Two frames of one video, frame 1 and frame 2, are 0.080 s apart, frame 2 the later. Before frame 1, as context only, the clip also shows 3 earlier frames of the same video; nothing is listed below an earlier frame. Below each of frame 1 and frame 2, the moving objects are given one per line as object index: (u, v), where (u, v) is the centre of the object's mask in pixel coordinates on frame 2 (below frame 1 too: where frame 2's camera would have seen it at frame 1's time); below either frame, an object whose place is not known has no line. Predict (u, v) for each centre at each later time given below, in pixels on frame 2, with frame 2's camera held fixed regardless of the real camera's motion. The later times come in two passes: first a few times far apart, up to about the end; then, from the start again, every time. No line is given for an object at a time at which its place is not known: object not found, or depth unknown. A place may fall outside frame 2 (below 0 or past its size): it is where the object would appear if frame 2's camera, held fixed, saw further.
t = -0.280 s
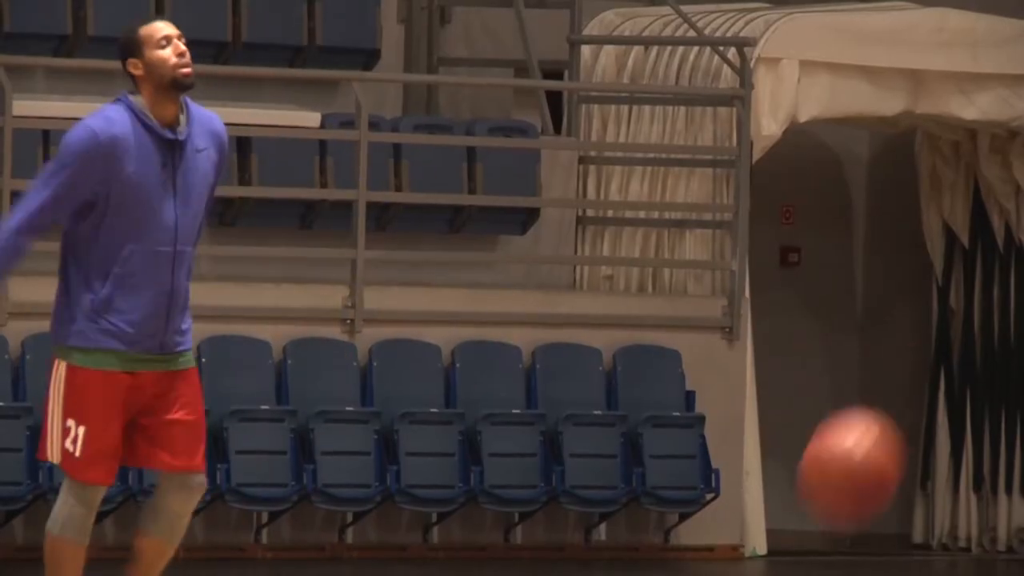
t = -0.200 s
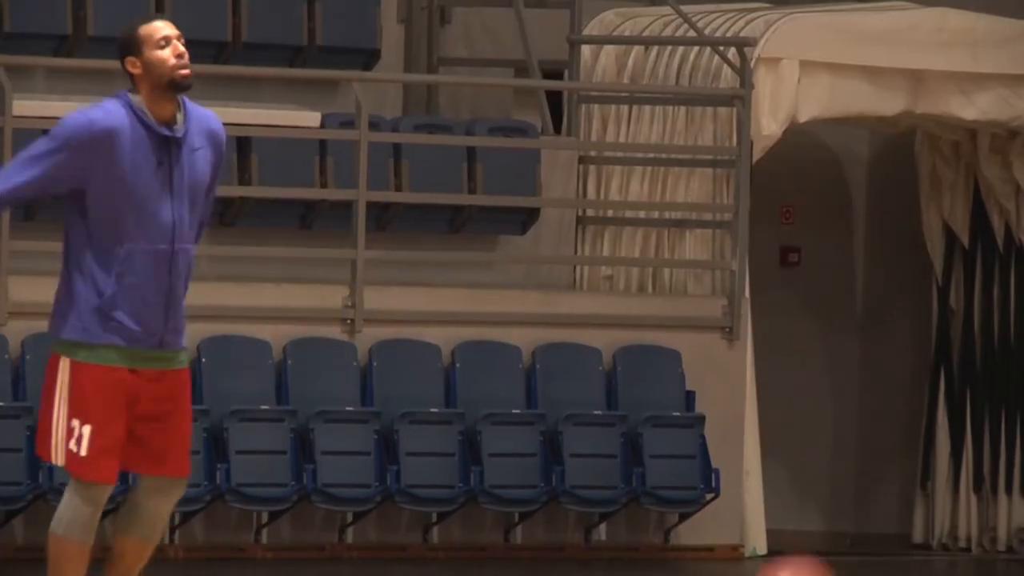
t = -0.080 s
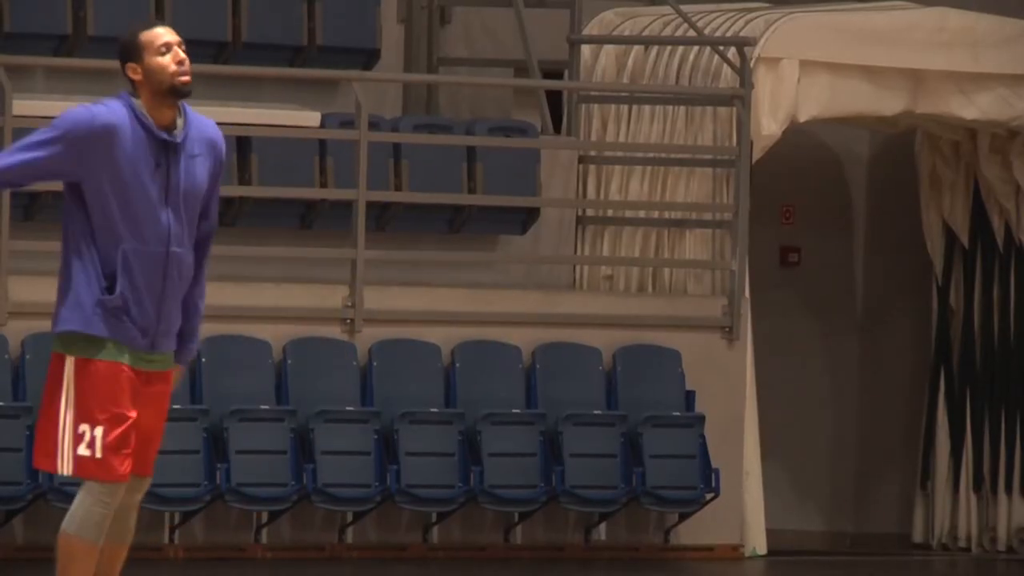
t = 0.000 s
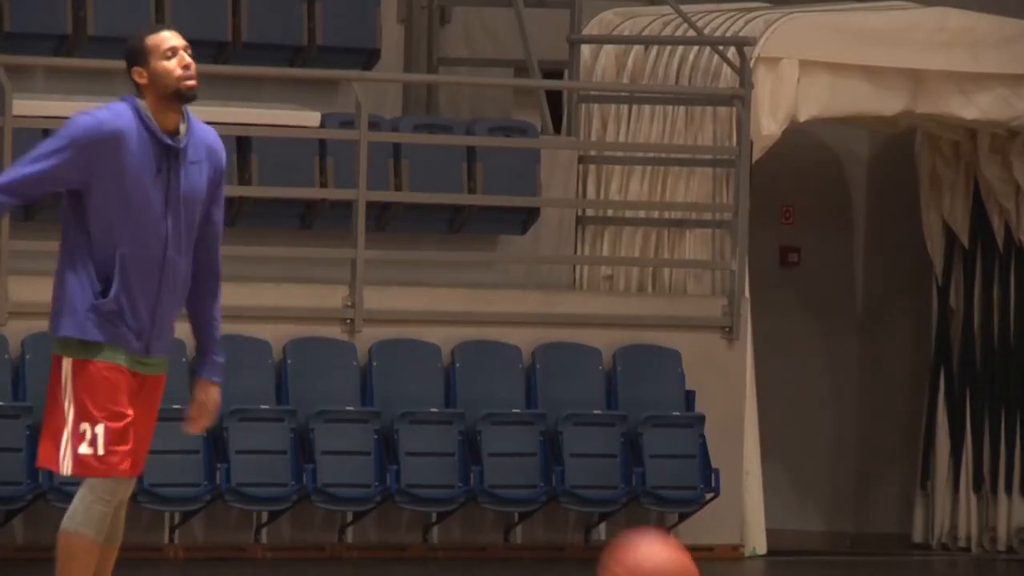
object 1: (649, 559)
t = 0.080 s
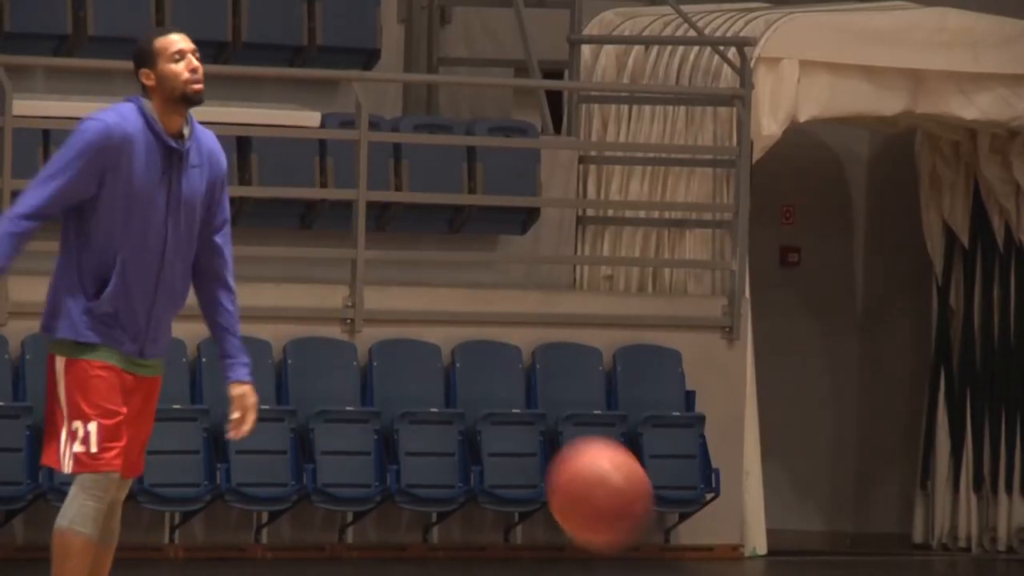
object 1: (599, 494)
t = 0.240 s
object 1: (494, 385)
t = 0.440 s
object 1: (357, 394)
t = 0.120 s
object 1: (573, 456)
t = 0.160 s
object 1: (547, 426)
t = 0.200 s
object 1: (521, 402)
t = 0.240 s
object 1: (494, 385)
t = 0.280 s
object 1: (466, 374)
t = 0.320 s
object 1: (441, 369)
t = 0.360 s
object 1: (413, 371)
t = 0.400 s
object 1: (386, 380)
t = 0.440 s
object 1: (357, 394)
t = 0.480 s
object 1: (329, 416)
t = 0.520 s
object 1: (303, 443)
